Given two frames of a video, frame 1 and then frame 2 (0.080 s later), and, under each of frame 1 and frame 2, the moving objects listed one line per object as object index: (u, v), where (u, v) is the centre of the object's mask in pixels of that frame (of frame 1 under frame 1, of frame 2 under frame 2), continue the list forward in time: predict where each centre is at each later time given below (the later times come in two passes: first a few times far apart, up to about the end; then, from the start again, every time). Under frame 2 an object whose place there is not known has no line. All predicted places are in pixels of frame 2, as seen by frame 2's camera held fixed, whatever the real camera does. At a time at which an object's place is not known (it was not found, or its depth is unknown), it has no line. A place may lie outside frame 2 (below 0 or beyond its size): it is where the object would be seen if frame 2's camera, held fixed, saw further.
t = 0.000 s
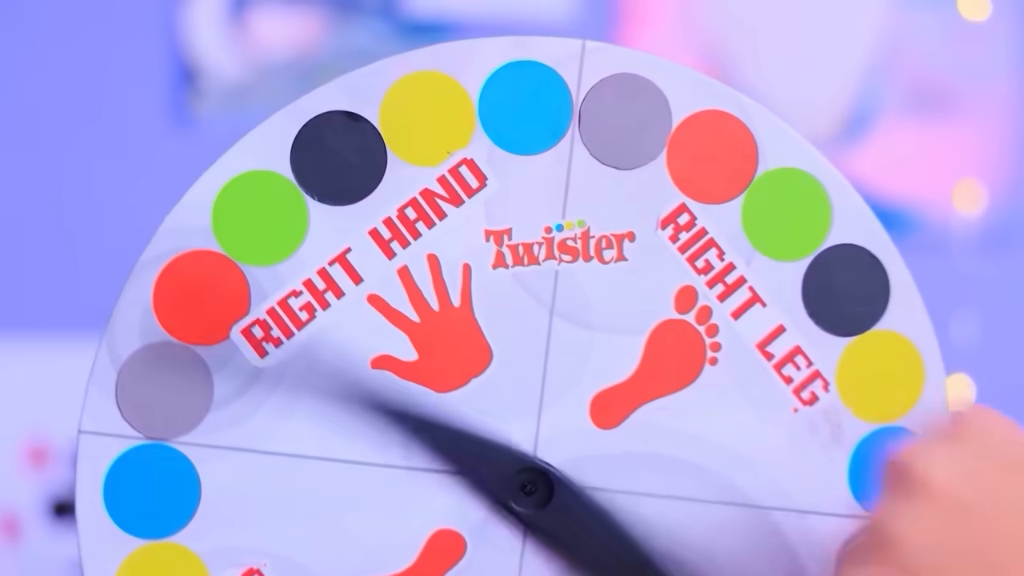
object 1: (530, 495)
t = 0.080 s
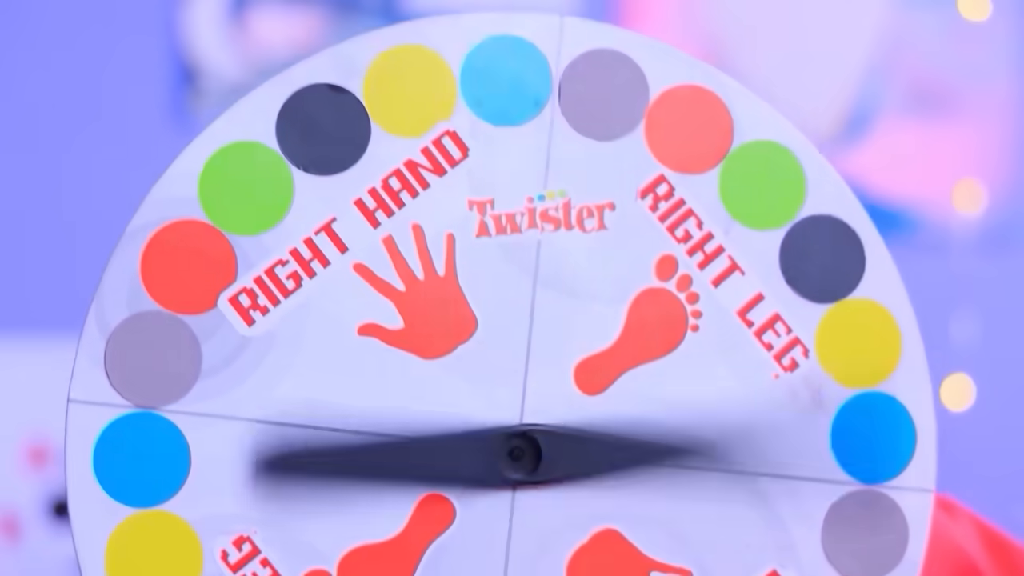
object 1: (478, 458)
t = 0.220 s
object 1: (562, 478)
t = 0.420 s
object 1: (478, 409)
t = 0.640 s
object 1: (486, 433)
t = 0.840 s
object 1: (497, 459)
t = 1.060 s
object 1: (537, 398)
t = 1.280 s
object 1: (506, 456)
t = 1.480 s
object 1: (485, 408)
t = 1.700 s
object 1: (492, 396)
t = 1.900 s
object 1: (492, 405)
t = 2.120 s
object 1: (496, 422)
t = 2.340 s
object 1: (494, 420)
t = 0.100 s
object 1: (470, 436)
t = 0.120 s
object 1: (487, 412)
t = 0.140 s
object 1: (508, 398)
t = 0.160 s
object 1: (532, 404)
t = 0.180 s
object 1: (561, 417)
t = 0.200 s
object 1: (568, 447)
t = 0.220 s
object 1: (562, 478)
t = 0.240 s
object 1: (513, 466)
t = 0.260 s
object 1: (501, 452)
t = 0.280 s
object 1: (503, 452)
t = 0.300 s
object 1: (499, 467)
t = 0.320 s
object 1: (478, 485)
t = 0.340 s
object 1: (475, 471)
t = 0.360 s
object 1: (482, 460)
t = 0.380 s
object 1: (477, 450)
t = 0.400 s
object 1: (471, 430)
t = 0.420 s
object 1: (478, 409)
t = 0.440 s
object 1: (493, 399)
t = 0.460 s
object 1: (511, 393)
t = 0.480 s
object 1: (527, 402)
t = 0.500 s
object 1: (538, 414)
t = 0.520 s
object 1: (543, 430)
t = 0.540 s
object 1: (551, 441)
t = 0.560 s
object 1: (549, 454)
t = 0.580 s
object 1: (547, 466)
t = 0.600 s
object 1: (539, 472)
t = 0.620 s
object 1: (525, 470)
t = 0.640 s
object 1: (486, 433)
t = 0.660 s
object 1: (502, 444)
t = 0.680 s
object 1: (503, 436)
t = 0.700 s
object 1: (506, 424)
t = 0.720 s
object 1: (512, 432)
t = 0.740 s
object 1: (515, 438)
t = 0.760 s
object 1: (503, 462)
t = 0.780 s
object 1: (490, 472)
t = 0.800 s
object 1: (486, 468)
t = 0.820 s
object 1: (482, 465)
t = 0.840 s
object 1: (497, 459)
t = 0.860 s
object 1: (493, 457)
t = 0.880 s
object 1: (497, 455)
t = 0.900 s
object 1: (479, 442)
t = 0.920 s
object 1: (470, 425)
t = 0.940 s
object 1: (472, 411)
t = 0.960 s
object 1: (481, 400)
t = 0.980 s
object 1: (491, 391)
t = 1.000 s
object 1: (503, 388)
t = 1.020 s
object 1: (515, 386)
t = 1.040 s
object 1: (527, 390)
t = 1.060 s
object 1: (537, 398)
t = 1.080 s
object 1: (542, 408)
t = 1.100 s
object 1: (544, 419)
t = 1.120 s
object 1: (542, 430)
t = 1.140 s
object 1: (537, 440)
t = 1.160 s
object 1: (527, 449)
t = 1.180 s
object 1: (525, 453)
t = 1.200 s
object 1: (525, 455)
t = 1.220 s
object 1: (523, 457)
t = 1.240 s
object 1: (520, 458)
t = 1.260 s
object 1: (510, 457)
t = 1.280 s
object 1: (506, 456)
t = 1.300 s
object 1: (514, 458)
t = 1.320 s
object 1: (511, 456)
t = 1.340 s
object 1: (506, 451)
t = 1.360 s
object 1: (498, 444)
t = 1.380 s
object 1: (493, 436)
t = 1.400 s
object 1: (491, 430)
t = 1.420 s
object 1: (487, 422)
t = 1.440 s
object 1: (486, 417)
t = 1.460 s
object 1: (485, 412)
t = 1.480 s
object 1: (485, 408)
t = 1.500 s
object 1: (486, 405)
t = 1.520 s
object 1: (488, 404)
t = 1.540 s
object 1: (490, 402)
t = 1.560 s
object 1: (491, 401)
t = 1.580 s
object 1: (491, 399)
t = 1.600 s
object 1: (491, 398)
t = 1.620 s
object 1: (491, 396)
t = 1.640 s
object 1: (492, 395)
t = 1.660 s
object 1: (492, 395)
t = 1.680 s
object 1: (492, 396)
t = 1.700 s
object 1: (492, 396)
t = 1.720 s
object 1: (492, 396)
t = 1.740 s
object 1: (492, 397)
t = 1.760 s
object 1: (492, 397)
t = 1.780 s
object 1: (492, 397)
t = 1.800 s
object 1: (492, 399)
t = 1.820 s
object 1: (492, 400)
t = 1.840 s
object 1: (492, 401)
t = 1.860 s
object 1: (492, 402)
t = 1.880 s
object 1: (492, 403)
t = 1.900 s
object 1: (492, 405)
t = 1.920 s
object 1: (492, 407)
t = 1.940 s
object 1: (492, 408)
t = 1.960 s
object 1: (492, 409)
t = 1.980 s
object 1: (492, 411)
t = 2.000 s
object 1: (492, 412)
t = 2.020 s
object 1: (493, 414)
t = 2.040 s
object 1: (494, 417)
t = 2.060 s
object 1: (495, 419)
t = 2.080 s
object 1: (495, 420)
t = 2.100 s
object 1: (495, 421)
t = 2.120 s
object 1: (496, 422)
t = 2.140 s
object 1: (496, 423)
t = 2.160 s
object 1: (496, 423)
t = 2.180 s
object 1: (497, 423)
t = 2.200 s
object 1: (496, 422)
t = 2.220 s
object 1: (497, 423)
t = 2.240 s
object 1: (496, 423)
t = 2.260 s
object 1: (496, 422)
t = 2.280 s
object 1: (495, 421)
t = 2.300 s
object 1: (495, 421)
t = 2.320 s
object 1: (495, 420)
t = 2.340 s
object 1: (494, 420)
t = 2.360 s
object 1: (494, 420)
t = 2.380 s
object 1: (494, 419)
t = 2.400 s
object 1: (494, 420)
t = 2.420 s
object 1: (495, 420)
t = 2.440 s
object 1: (495, 420)
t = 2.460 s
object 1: (495, 420)
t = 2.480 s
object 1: (495, 420)
